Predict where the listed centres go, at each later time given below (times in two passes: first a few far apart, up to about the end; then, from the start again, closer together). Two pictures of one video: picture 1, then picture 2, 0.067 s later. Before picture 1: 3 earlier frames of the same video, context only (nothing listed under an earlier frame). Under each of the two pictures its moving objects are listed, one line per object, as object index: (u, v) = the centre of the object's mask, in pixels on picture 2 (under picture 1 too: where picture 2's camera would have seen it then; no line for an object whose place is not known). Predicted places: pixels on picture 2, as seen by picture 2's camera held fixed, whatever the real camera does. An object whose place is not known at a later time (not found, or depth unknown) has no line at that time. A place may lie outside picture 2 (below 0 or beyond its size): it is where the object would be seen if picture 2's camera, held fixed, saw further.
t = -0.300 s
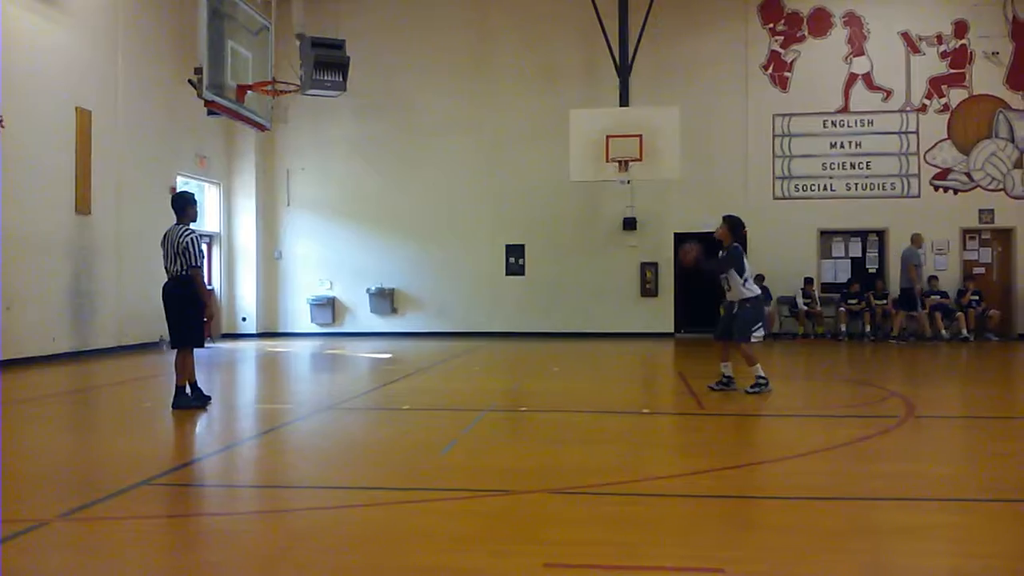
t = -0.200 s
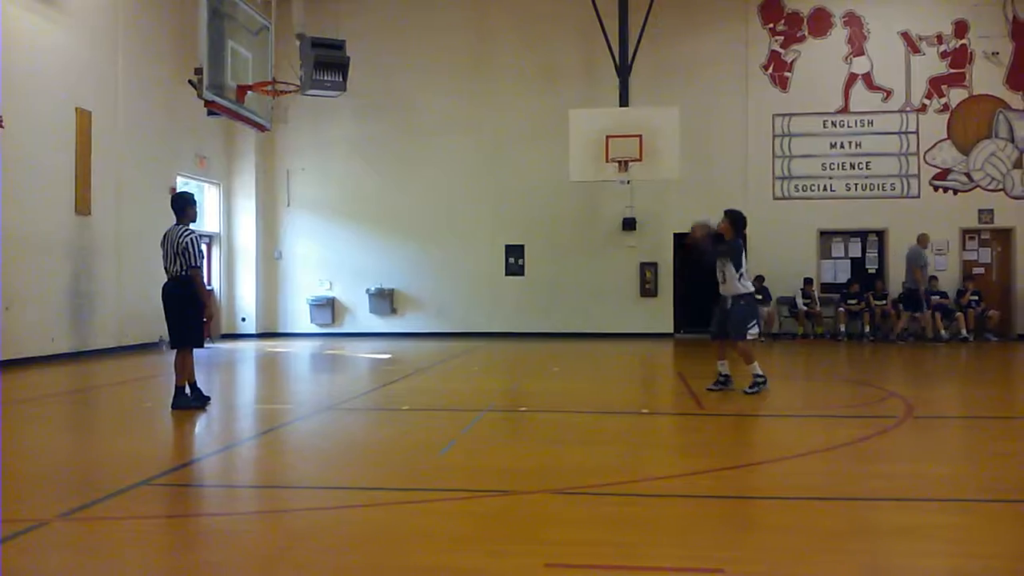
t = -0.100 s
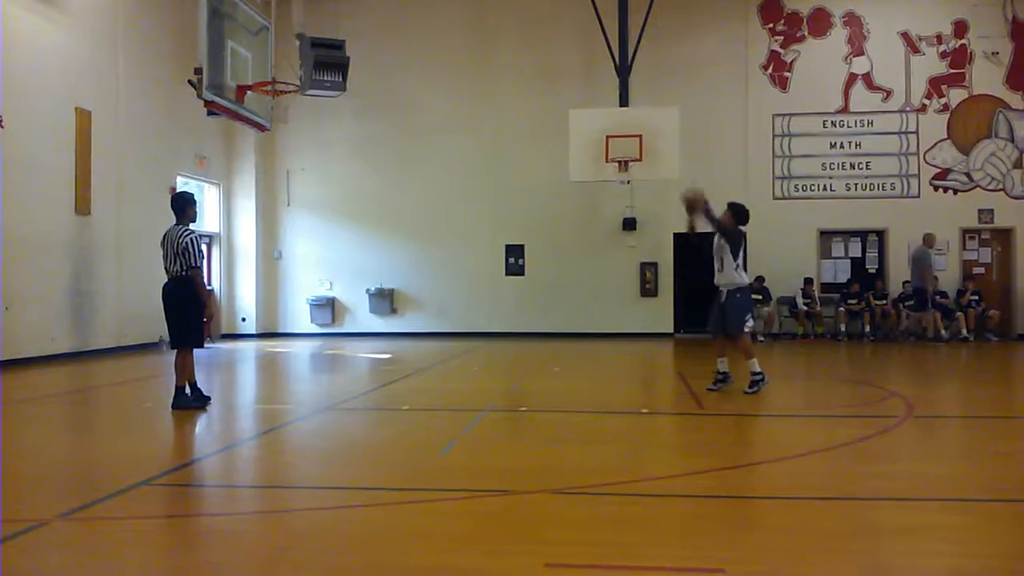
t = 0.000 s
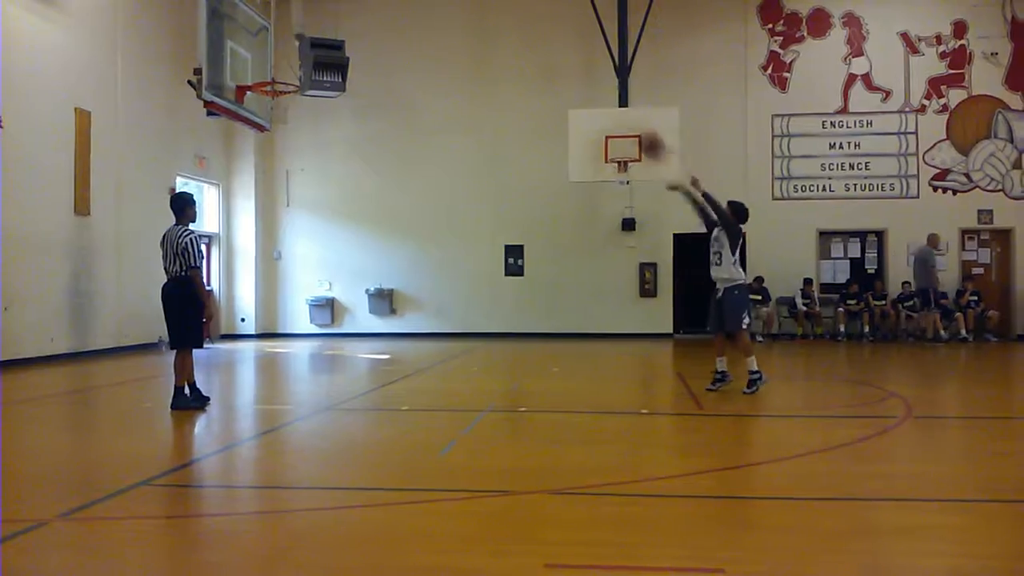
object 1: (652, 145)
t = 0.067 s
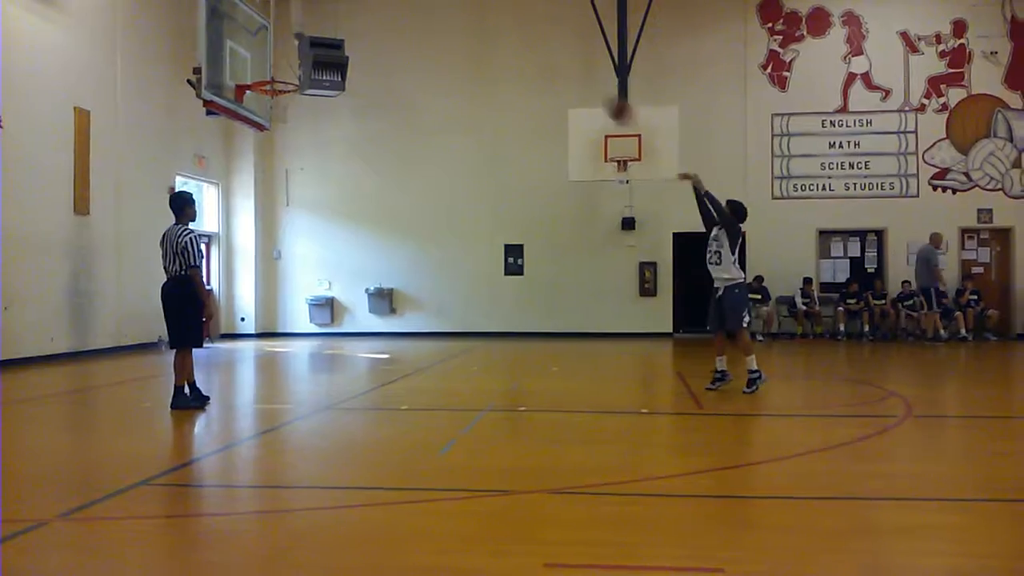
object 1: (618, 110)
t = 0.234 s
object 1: (542, 48)
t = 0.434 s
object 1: (455, 14)
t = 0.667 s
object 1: (359, 24)
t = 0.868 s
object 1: (282, 72)
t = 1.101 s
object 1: (265, 71)
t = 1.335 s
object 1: (293, 70)
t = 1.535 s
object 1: (297, 70)
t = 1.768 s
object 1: (305, 79)
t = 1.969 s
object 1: (319, 116)
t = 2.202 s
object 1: (336, 206)
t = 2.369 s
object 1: (346, 302)
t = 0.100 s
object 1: (603, 94)
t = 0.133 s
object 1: (589, 82)
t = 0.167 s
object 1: (573, 69)
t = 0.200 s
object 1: (558, 59)
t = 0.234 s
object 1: (542, 48)
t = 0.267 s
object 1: (528, 39)
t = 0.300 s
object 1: (513, 32)
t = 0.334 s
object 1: (498, 26)
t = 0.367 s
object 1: (484, 20)
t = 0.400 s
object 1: (469, 16)
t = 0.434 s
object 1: (455, 14)
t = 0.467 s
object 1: (441, 13)
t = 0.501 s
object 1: (427, 13)
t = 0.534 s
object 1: (413, 13)
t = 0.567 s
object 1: (400, 14)
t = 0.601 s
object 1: (386, 15)
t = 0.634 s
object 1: (373, 20)
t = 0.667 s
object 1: (359, 24)
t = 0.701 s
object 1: (346, 30)
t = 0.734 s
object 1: (334, 35)
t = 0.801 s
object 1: (304, 54)
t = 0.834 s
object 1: (294, 64)
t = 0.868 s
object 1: (282, 72)
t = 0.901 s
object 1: (274, 71)
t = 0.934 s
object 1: (267, 70)
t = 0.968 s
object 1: (261, 71)
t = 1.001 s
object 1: (254, 71)
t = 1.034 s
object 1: (250, 73)
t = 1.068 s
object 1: (257, 71)
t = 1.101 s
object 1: (265, 71)
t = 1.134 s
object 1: (272, 72)
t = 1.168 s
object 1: (279, 73)
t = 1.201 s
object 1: (285, 76)
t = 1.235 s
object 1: (291, 78)
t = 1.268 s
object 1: (292, 75)
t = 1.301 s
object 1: (293, 72)
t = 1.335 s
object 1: (293, 70)
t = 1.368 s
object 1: (293, 69)
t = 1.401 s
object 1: (293, 70)
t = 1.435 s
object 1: (295, 71)
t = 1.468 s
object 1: (295, 74)
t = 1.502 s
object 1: (296, 72)
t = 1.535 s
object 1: (297, 70)
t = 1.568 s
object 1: (298, 70)
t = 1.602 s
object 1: (298, 69)
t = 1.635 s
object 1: (299, 70)
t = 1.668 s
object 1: (300, 71)
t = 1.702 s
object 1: (301, 75)
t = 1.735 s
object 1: (303, 76)
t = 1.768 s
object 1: (305, 79)
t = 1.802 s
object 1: (307, 82)
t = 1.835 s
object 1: (309, 87)
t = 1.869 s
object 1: (312, 94)
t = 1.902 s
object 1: (315, 100)
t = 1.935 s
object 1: (317, 108)
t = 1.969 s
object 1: (319, 116)
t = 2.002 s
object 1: (322, 126)
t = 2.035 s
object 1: (324, 136)
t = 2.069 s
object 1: (326, 148)
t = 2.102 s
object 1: (328, 161)
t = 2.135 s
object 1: (331, 175)
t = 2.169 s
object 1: (333, 190)
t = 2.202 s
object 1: (336, 206)
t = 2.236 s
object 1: (338, 223)
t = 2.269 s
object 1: (340, 241)
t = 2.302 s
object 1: (342, 259)
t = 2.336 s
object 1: (344, 279)
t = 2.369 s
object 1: (346, 302)
